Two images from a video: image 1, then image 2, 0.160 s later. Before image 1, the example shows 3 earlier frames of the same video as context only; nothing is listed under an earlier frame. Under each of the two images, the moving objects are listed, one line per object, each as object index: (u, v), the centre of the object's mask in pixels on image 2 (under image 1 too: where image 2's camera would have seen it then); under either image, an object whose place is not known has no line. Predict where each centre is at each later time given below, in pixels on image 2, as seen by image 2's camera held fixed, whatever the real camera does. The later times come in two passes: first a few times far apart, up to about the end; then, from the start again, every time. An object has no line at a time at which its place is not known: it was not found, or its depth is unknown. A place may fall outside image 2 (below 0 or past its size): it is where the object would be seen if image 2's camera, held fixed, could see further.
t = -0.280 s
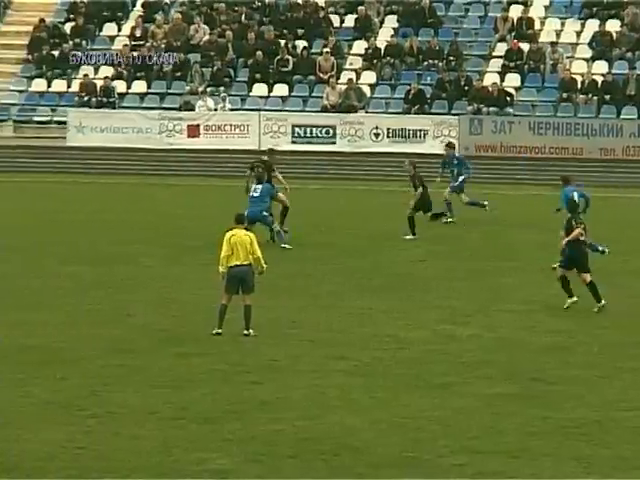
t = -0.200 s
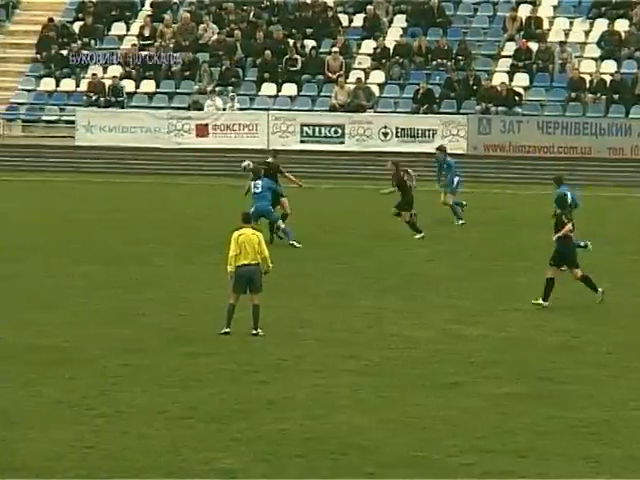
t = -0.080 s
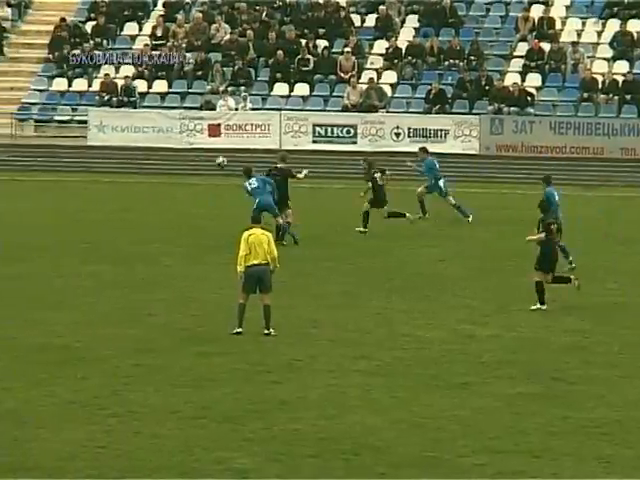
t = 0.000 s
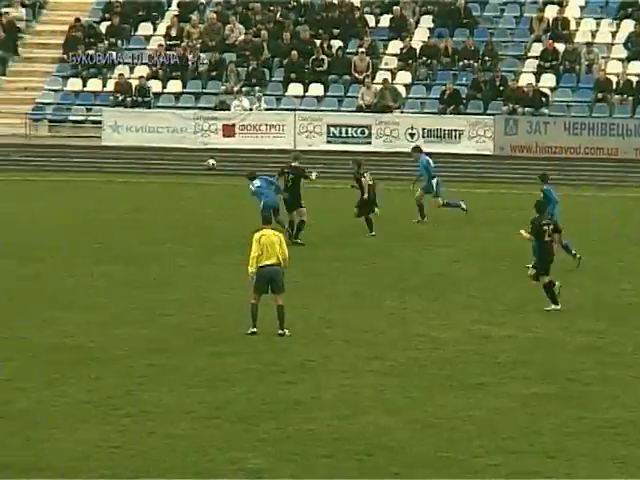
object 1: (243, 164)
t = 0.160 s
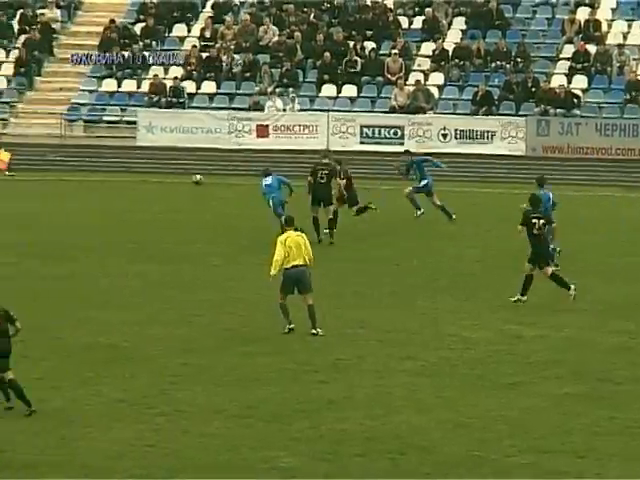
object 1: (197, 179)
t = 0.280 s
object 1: (165, 200)
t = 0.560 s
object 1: (100, 188)
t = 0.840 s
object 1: (39, 177)
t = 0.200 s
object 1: (187, 185)
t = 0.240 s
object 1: (176, 192)
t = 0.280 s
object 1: (165, 200)
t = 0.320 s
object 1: (154, 208)
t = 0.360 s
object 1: (144, 217)
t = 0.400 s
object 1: (135, 212)
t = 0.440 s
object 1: (126, 205)
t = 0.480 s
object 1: (117, 198)
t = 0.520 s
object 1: (108, 192)
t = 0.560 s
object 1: (100, 188)
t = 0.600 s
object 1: (90, 183)
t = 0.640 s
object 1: (81, 181)
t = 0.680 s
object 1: (73, 178)
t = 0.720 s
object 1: (64, 176)
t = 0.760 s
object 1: (55, 176)
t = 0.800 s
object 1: (47, 175)
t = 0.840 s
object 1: (39, 177)
